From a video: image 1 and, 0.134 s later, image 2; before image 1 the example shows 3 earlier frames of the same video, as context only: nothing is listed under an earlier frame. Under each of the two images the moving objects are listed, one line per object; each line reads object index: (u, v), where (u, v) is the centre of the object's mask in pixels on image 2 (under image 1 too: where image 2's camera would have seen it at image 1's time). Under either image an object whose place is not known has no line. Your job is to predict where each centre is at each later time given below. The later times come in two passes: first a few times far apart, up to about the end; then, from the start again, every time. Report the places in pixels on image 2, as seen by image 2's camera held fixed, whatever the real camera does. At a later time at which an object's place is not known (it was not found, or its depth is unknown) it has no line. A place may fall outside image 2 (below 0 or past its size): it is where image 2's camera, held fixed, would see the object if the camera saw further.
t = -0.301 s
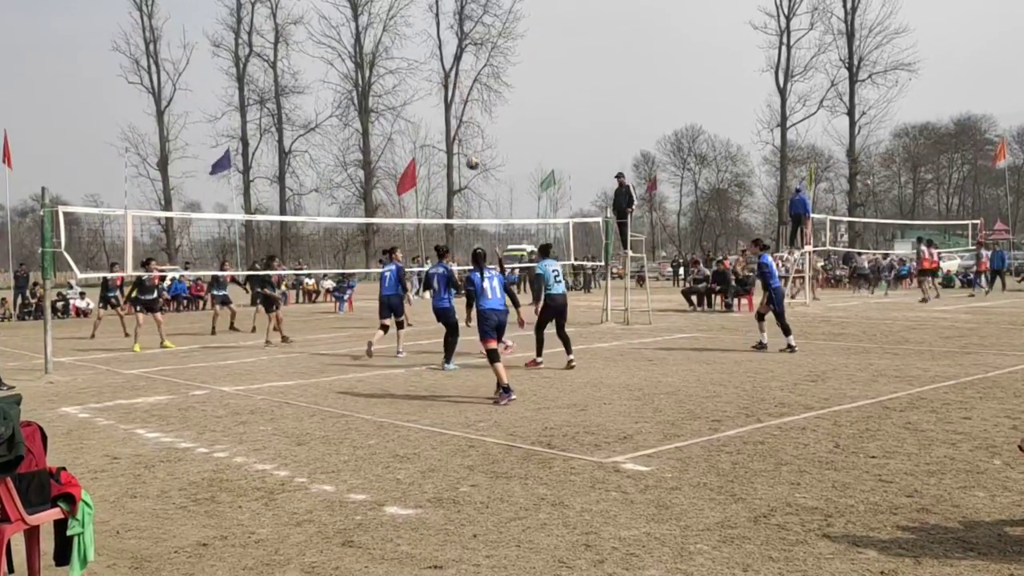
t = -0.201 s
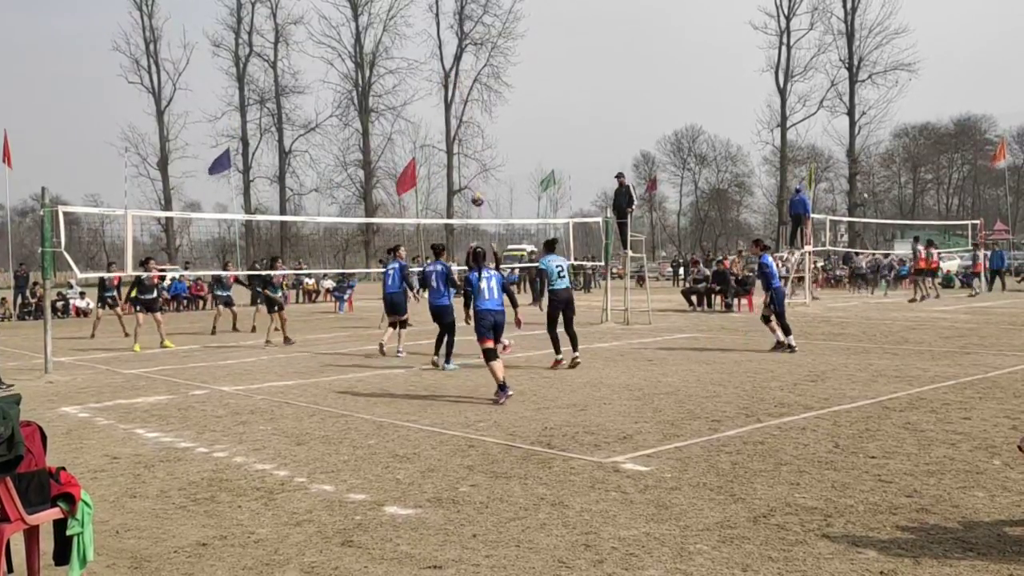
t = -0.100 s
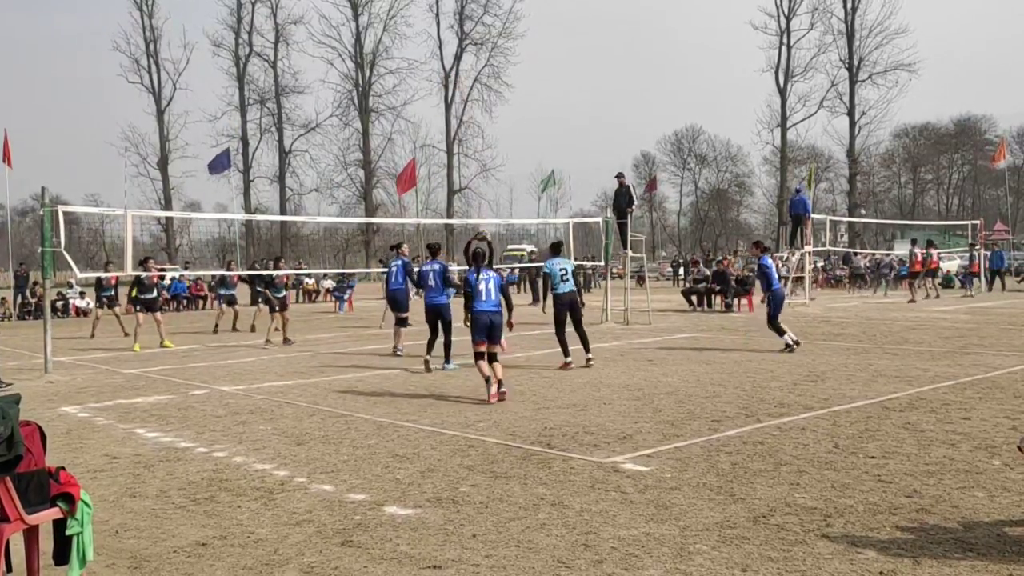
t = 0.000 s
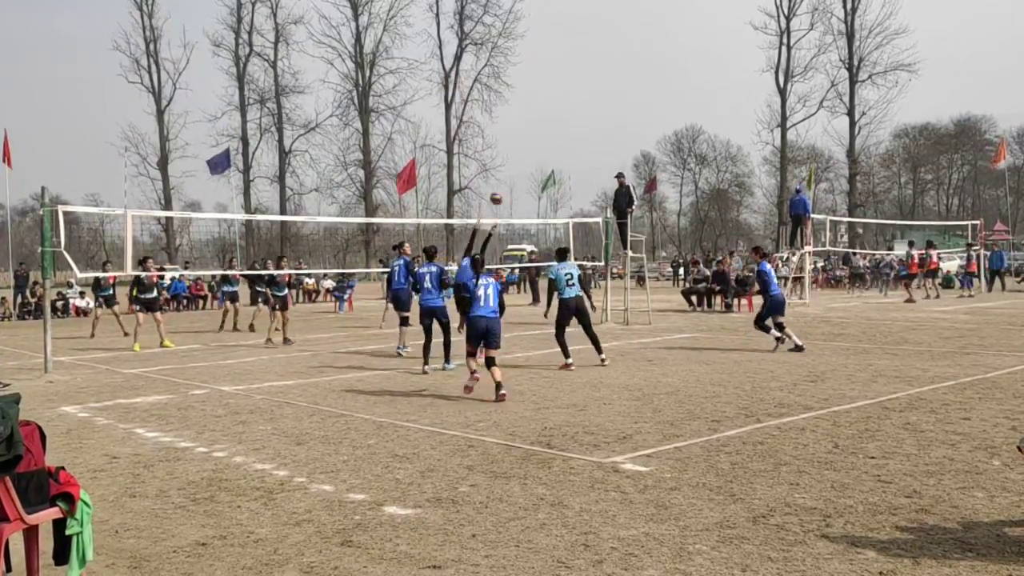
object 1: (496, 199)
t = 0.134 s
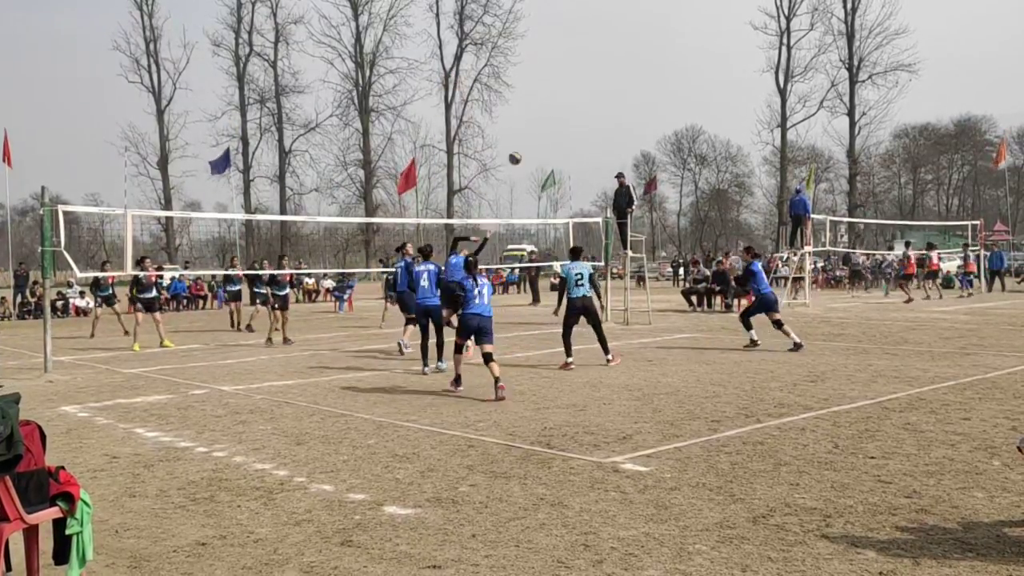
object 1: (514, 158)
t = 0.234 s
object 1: (528, 136)
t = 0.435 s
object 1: (553, 112)
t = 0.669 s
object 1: (580, 117)
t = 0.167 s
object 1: (519, 150)
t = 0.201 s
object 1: (523, 143)
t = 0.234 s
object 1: (528, 136)
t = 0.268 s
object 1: (532, 130)
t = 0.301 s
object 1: (536, 125)
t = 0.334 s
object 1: (541, 121)
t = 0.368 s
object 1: (545, 117)
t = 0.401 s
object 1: (549, 114)
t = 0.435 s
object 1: (553, 112)
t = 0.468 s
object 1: (557, 111)
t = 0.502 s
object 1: (561, 111)
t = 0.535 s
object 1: (565, 110)
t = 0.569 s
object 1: (569, 111)
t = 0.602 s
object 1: (573, 112)
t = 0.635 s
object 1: (577, 114)
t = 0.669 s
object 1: (580, 117)
